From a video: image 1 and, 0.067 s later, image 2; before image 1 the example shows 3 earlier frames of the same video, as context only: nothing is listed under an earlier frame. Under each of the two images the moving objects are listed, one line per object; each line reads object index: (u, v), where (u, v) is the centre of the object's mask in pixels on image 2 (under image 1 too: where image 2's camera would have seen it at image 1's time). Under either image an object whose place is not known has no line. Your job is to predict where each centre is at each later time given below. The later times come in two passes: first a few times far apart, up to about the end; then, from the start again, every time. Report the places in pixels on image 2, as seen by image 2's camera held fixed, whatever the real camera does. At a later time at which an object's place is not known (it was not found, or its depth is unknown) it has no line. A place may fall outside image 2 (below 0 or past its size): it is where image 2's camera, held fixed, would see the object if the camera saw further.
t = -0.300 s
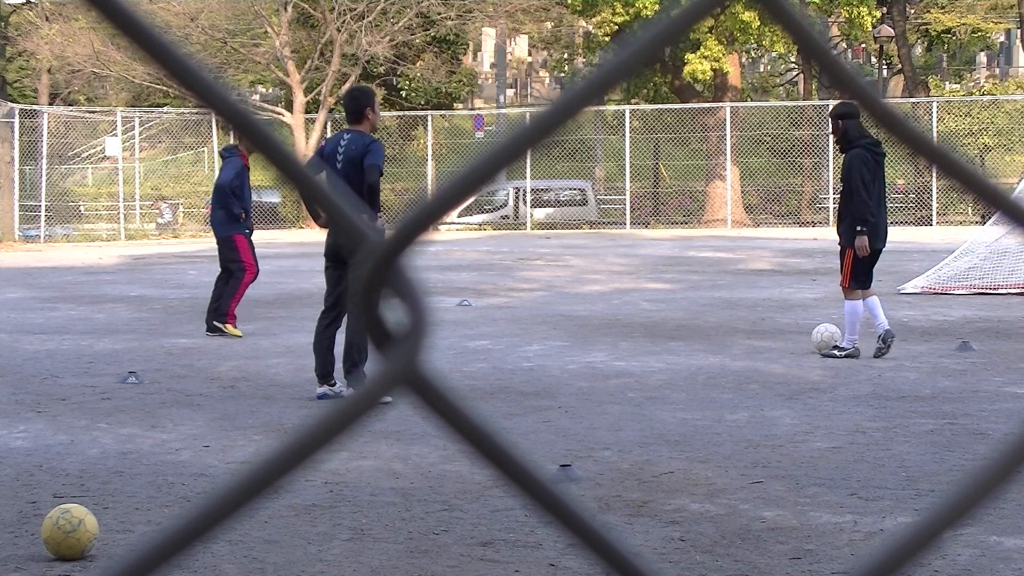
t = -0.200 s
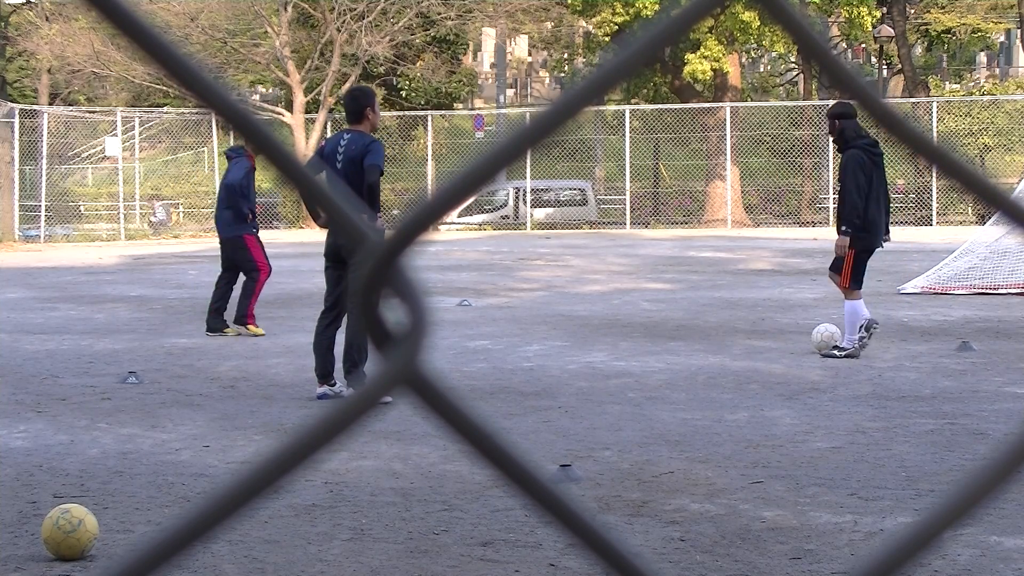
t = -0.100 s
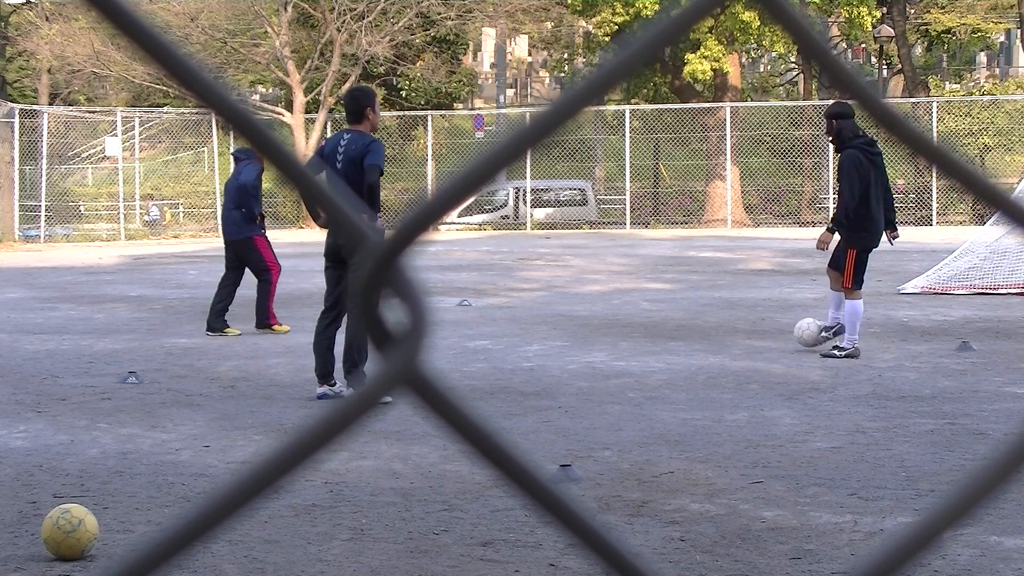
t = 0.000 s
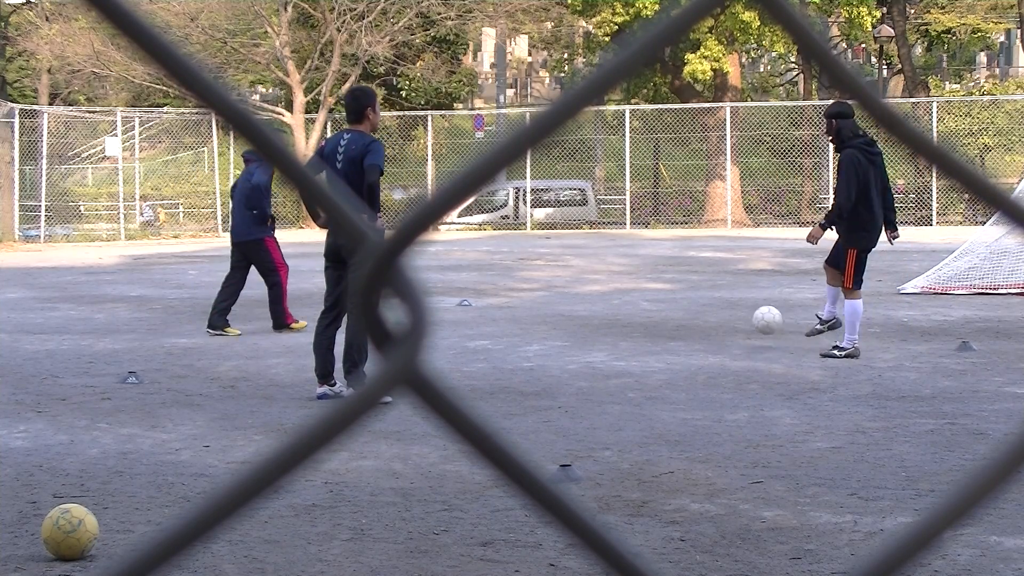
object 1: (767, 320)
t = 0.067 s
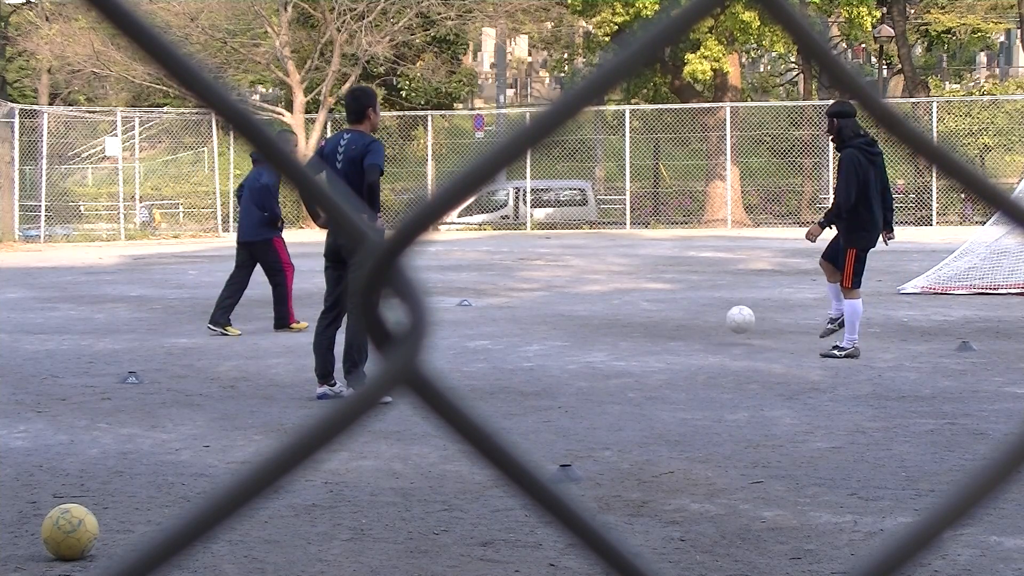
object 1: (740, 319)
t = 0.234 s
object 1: (682, 322)
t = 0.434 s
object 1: (631, 320)
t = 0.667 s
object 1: (583, 316)
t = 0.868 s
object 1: (547, 313)
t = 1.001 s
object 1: (524, 307)
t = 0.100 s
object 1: (727, 321)
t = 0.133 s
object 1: (714, 325)
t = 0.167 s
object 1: (702, 327)
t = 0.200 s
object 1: (692, 324)
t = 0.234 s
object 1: (682, 322)
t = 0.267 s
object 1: (672, 321)
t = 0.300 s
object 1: (663, 322)
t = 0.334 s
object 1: (654, 324)
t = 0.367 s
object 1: (646, 322)
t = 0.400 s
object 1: (639, 320)
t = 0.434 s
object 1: (631, 320)
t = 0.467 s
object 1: (624, 320)
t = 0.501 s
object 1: (617, 320)
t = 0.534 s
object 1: (610, 319)
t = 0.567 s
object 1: (603, 317)
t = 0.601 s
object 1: (596, 316)
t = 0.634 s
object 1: (590, 317)
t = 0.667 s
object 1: (583, 316)
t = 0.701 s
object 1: (577, 315)
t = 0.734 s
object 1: (571, 316)
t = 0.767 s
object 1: (564, 315)
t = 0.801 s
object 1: (558, 314)
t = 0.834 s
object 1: (552, 313)
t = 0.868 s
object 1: (547, 313)
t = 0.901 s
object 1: (541, 312)
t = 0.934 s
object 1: (535, 312)
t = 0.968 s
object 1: (529, 309)
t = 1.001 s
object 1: (524, 307)
